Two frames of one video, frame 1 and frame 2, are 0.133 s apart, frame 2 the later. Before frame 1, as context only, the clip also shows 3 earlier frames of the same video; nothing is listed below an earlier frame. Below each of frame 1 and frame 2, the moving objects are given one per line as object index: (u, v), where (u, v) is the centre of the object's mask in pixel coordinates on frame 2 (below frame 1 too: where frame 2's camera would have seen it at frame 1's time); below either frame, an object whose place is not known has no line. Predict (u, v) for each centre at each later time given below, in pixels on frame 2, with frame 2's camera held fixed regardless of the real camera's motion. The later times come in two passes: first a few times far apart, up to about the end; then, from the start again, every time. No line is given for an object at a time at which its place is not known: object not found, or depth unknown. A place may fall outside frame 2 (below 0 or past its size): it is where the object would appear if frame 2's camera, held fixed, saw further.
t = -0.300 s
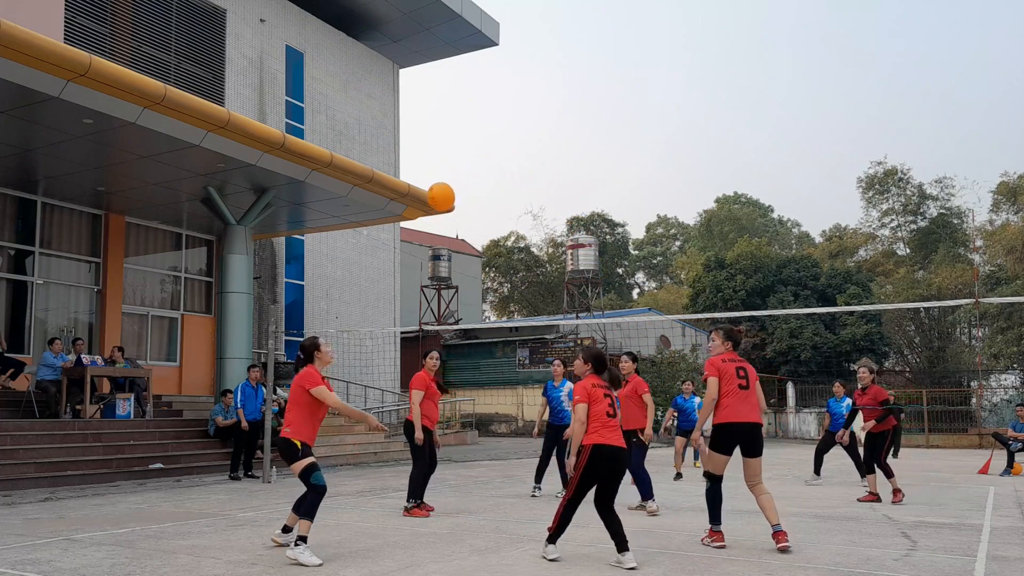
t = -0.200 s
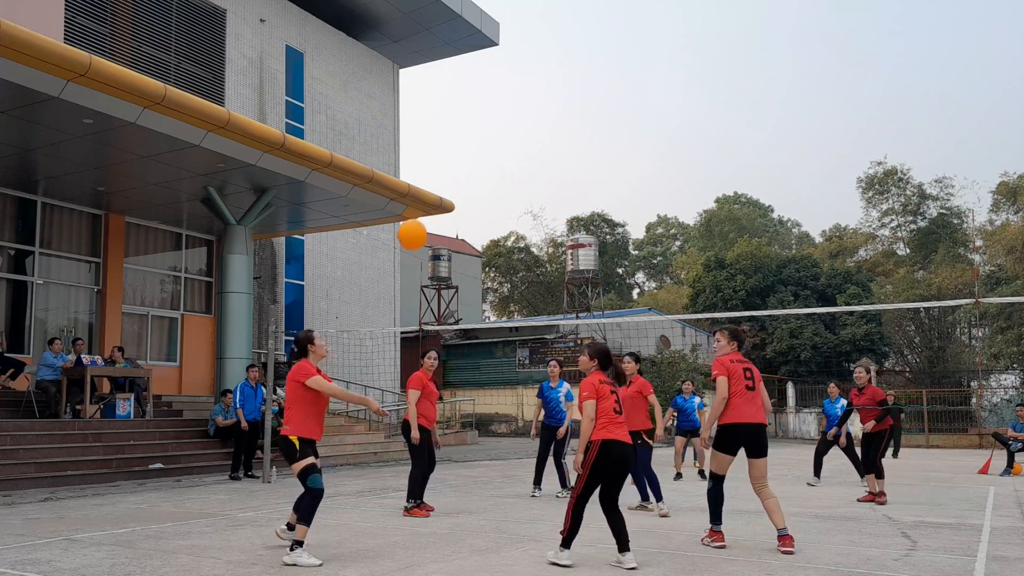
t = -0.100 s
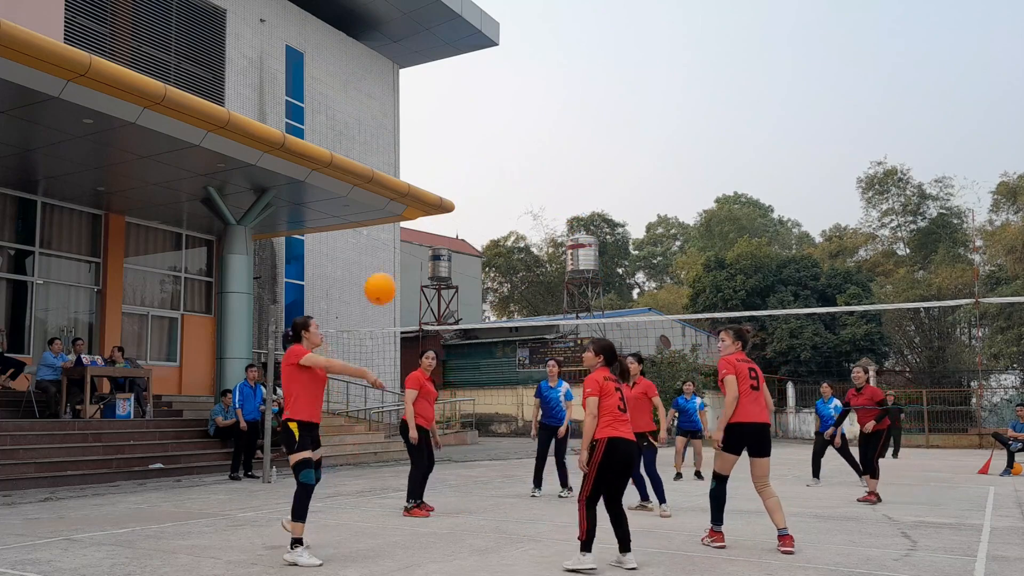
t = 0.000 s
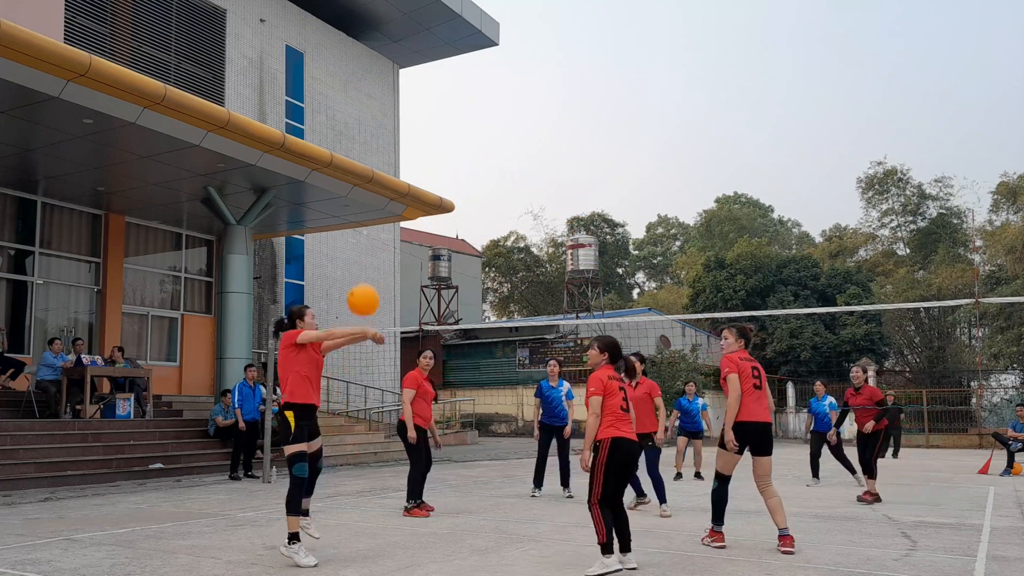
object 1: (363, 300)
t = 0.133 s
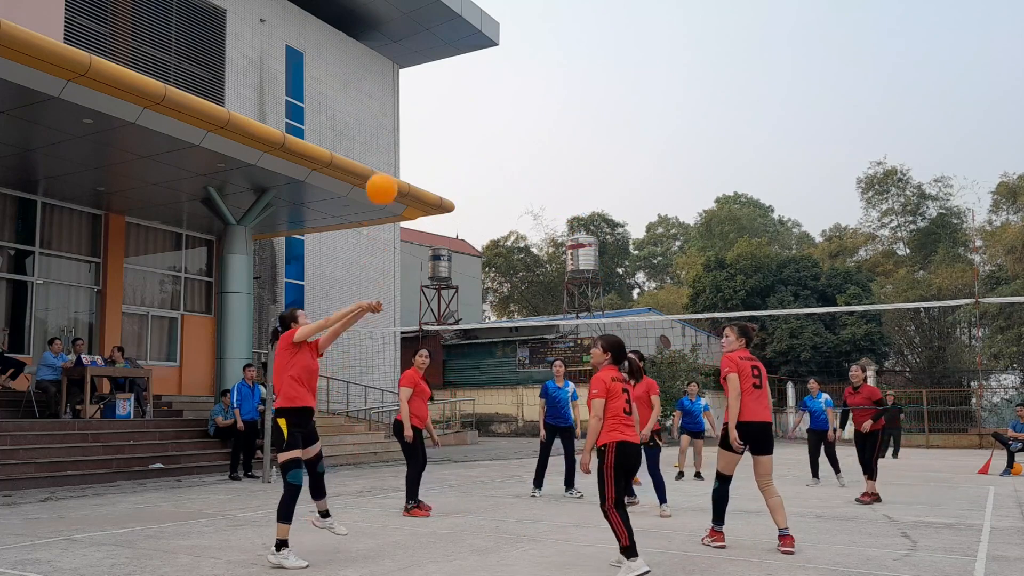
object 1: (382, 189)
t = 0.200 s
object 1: (390, 146)
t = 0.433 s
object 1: (412, 51)
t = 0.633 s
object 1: (427, 31)
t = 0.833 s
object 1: (440, 57)
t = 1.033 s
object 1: (453, 120)
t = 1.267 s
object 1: (468, 234)
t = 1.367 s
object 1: (474, 294)
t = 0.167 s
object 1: (386, 166)
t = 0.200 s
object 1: (390, 146)
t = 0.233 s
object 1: (393, 127)
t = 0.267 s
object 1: (397, 110)
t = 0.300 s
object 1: (400, 95)
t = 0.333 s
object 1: (403, 82)
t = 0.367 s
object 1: (407, 70)
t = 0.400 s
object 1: (409, 60)
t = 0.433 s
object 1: (412, 51)
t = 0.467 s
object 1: (415, 45)
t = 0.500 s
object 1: (417, 39)
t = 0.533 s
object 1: (420, 35)
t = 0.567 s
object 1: (422, 32)
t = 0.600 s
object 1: (424, 31)
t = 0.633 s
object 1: (427, 31)
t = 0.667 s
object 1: (429, 33)
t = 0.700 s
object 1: (431, 35)
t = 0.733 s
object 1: (433, 39)
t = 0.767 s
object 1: (435, 44)
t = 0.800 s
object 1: (438, 50)
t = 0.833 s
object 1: (440, 57)
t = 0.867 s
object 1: (442, 65)
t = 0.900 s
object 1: (445, 74)
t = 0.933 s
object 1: (447, 84)
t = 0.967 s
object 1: (449, 96)
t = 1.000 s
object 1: (451, 108)
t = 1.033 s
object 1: (453, 120)
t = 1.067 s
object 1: (456, 134)
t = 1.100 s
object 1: (458, 149)
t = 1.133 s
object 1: (460, 165)
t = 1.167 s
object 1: (462, 181)
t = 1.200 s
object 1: (464, 198)
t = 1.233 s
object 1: (466, 216)
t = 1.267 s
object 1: (468, 234)
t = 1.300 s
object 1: (470, 254)
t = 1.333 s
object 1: (472, 273)
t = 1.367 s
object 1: (474, 294)
